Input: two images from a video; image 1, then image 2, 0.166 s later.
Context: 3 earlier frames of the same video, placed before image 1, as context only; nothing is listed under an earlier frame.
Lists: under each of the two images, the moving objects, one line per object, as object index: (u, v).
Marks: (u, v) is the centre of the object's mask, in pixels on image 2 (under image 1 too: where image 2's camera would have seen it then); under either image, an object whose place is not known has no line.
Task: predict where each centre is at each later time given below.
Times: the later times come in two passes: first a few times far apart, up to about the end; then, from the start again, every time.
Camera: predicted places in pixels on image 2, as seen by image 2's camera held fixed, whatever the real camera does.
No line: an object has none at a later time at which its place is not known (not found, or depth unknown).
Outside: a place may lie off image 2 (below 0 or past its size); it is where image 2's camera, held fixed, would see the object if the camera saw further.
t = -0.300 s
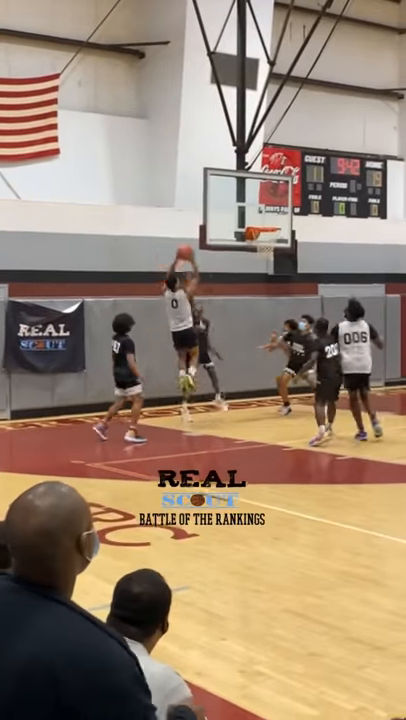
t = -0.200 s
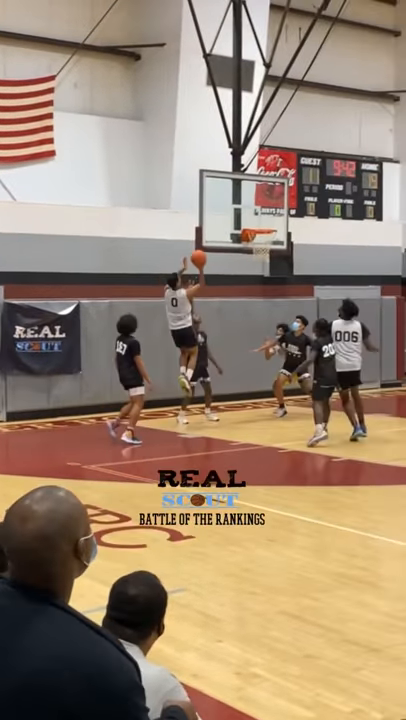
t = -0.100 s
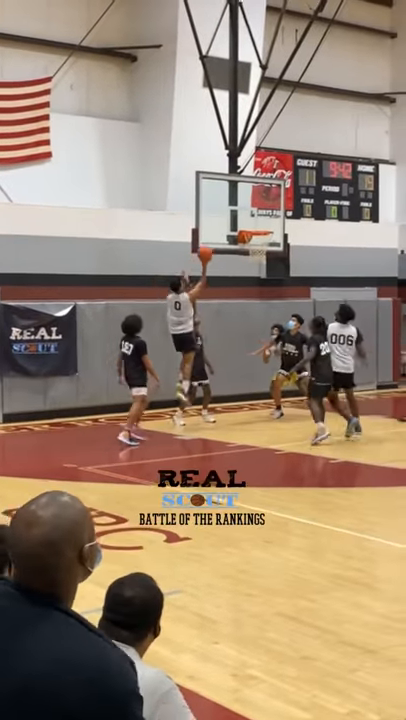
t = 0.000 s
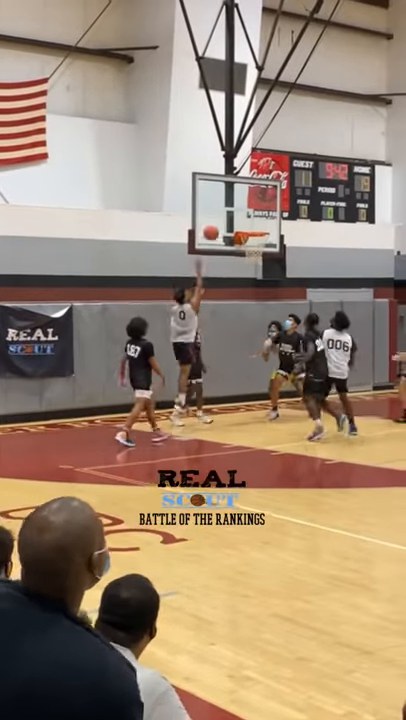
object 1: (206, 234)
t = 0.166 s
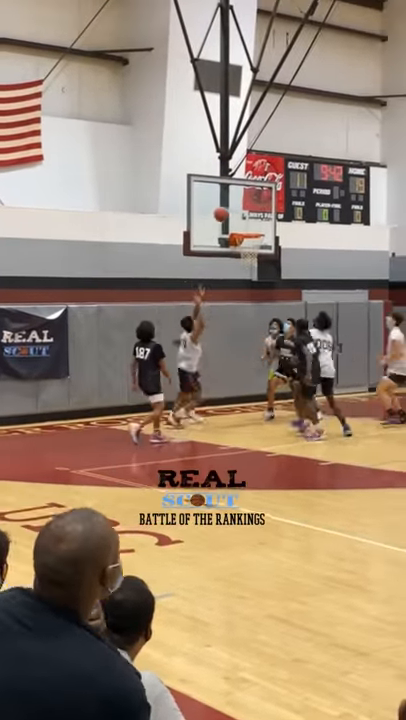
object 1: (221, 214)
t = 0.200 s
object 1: (225, 214)
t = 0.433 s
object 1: (256, 231)
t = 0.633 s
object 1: (243, 244)
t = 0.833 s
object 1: (243, 243)
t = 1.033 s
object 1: (248, 245)
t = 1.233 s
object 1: (248, 244)
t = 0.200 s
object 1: (225, 214)
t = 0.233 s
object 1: (230, 215)
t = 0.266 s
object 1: (233, 215)
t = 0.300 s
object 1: (238, 217)
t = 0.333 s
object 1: (242, 220)
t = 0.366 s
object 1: (246, 223)
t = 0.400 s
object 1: (251, 227)
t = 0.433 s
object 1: (256, 231)
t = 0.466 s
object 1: (255, 235)
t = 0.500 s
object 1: (253, 237)
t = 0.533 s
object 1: (250, 240)
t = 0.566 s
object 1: (247, 244)
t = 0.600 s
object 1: (245, 245)
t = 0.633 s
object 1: (243, 244)
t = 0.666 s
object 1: (242, 243)
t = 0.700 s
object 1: (241, 242)
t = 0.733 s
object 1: (241, 242)
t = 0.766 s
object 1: (242, 242)
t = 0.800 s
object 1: (243, 242)
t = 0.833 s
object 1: (243, 243)
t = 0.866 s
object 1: (244, 244)
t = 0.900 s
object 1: (245, 245)
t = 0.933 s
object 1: (246, 245)
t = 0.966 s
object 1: (247, 245)
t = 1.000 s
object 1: (248, 245)
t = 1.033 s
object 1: (248, 245)
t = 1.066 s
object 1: (249, 245)
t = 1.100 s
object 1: (249, 244)
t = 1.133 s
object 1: (249, 244)
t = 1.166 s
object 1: (248, 244)
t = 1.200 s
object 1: (248, 244)
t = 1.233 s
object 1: (248, 244)
